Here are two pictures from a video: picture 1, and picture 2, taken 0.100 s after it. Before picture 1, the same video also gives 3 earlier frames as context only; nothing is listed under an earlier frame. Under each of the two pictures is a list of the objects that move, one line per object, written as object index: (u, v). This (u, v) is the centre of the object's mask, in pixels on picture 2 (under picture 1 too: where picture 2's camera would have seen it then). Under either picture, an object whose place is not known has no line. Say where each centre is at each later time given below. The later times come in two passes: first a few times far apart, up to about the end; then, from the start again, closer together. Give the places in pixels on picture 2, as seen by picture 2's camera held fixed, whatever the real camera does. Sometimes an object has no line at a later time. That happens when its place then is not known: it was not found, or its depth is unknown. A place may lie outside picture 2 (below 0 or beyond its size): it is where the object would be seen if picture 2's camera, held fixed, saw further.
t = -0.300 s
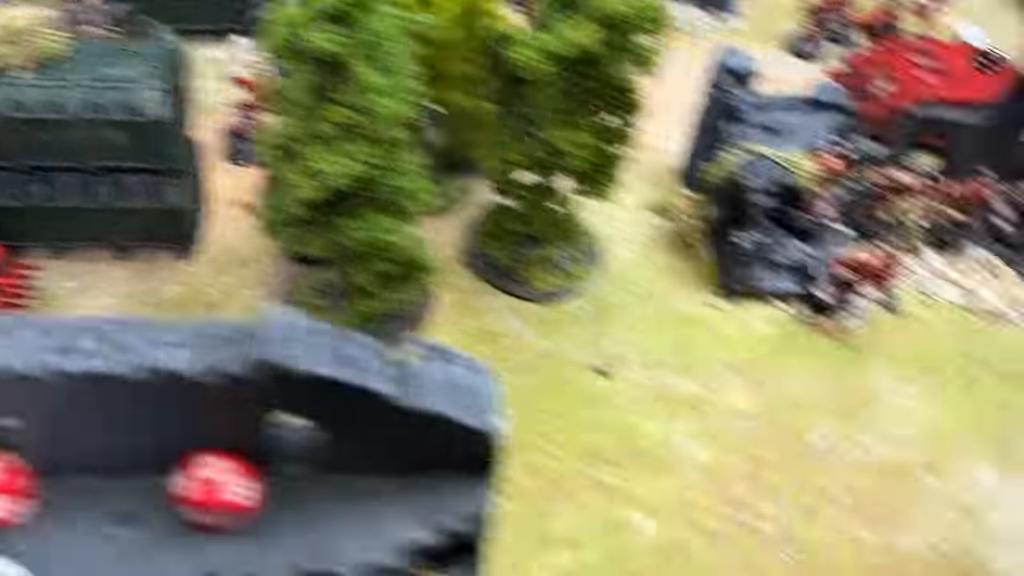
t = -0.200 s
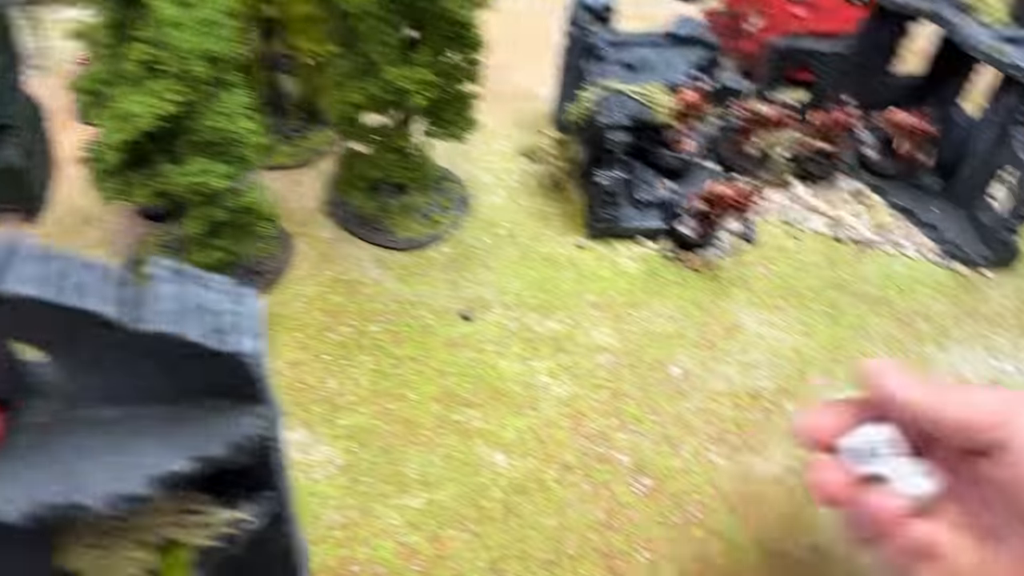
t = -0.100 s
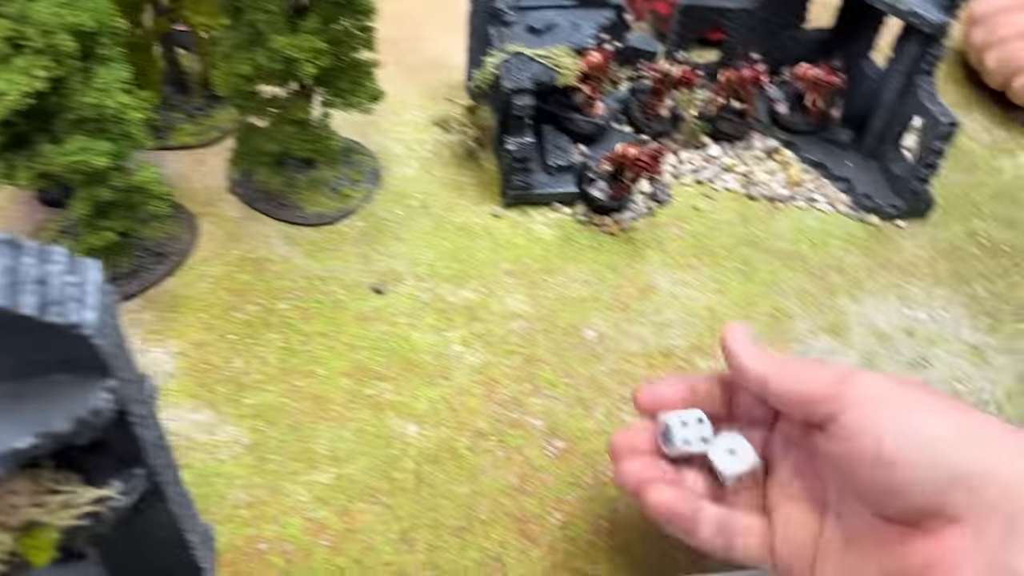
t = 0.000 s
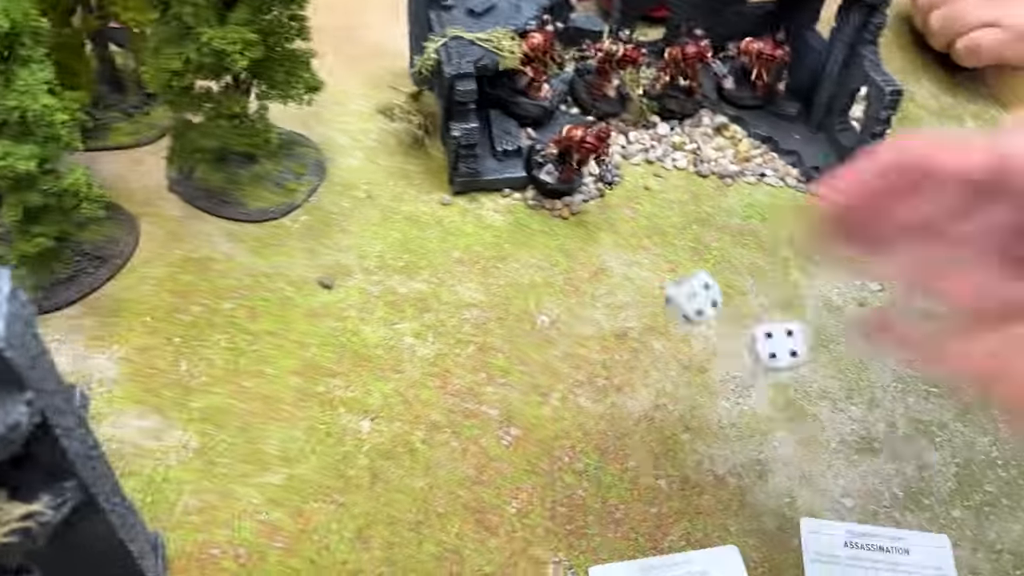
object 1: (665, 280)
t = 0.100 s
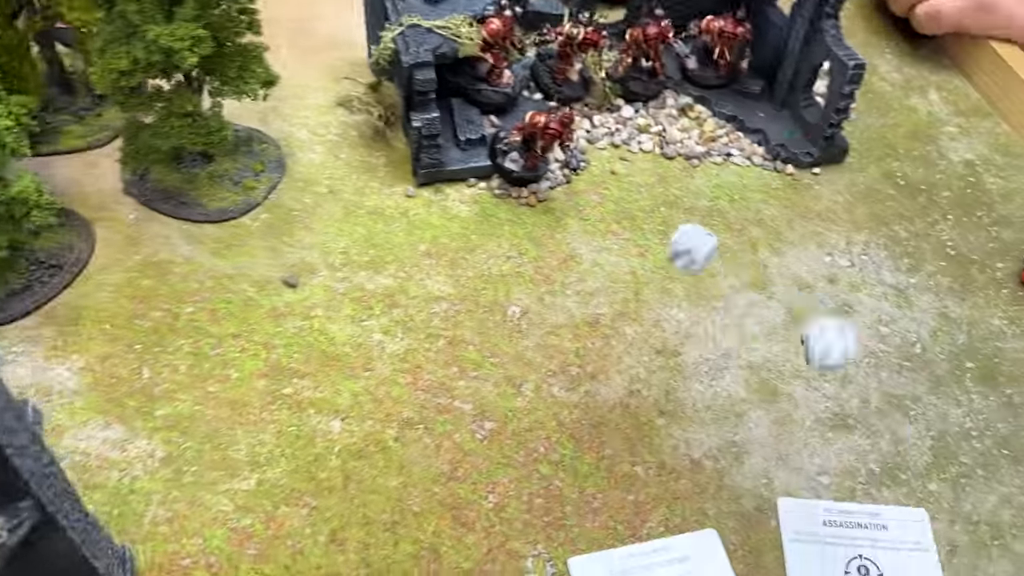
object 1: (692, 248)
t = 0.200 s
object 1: (693, 298)
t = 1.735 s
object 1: (832, 257)
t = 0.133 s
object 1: (688, 268)
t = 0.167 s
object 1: (679, 302)
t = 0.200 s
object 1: (693, 298)
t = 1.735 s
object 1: (832, 257)
